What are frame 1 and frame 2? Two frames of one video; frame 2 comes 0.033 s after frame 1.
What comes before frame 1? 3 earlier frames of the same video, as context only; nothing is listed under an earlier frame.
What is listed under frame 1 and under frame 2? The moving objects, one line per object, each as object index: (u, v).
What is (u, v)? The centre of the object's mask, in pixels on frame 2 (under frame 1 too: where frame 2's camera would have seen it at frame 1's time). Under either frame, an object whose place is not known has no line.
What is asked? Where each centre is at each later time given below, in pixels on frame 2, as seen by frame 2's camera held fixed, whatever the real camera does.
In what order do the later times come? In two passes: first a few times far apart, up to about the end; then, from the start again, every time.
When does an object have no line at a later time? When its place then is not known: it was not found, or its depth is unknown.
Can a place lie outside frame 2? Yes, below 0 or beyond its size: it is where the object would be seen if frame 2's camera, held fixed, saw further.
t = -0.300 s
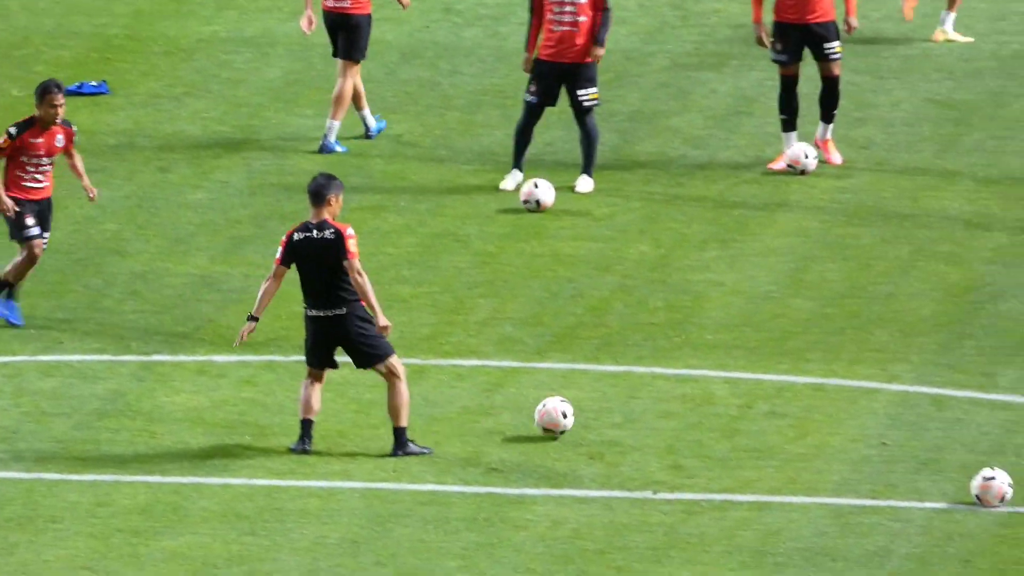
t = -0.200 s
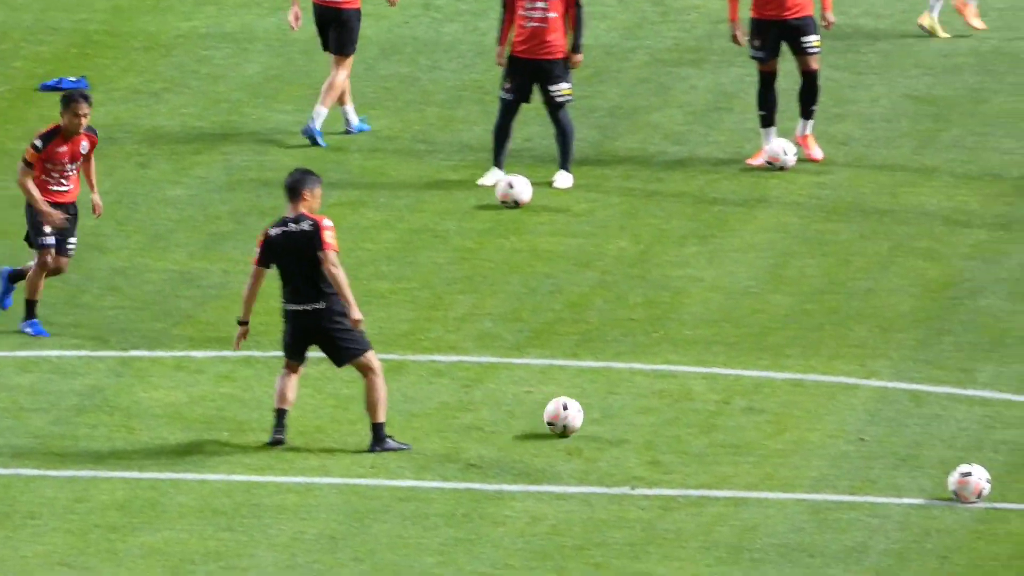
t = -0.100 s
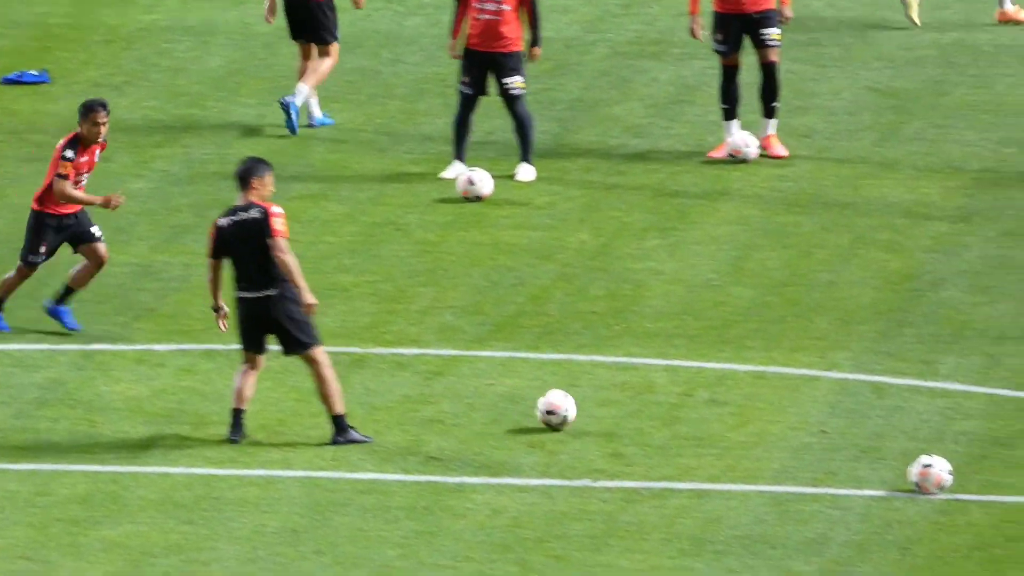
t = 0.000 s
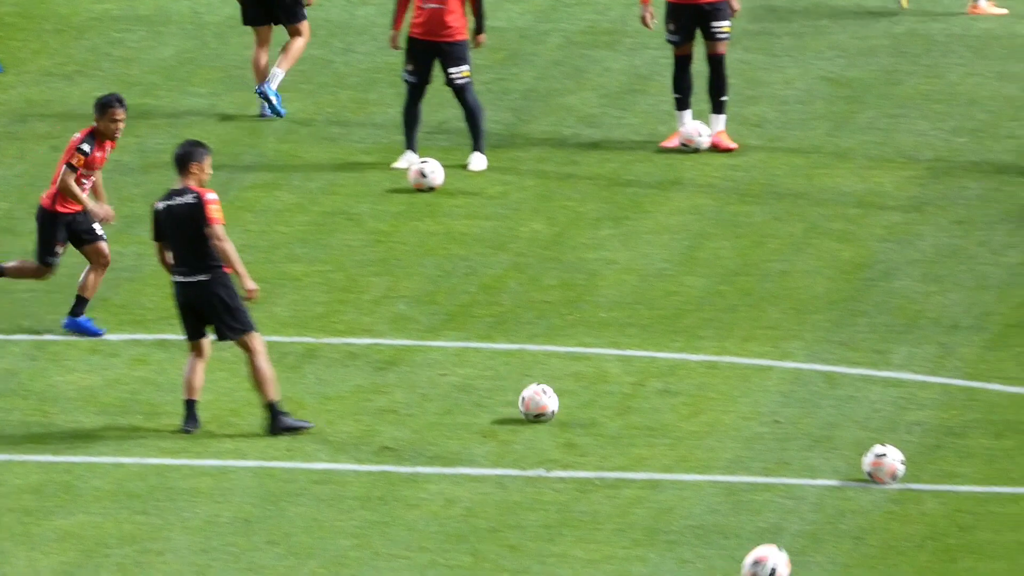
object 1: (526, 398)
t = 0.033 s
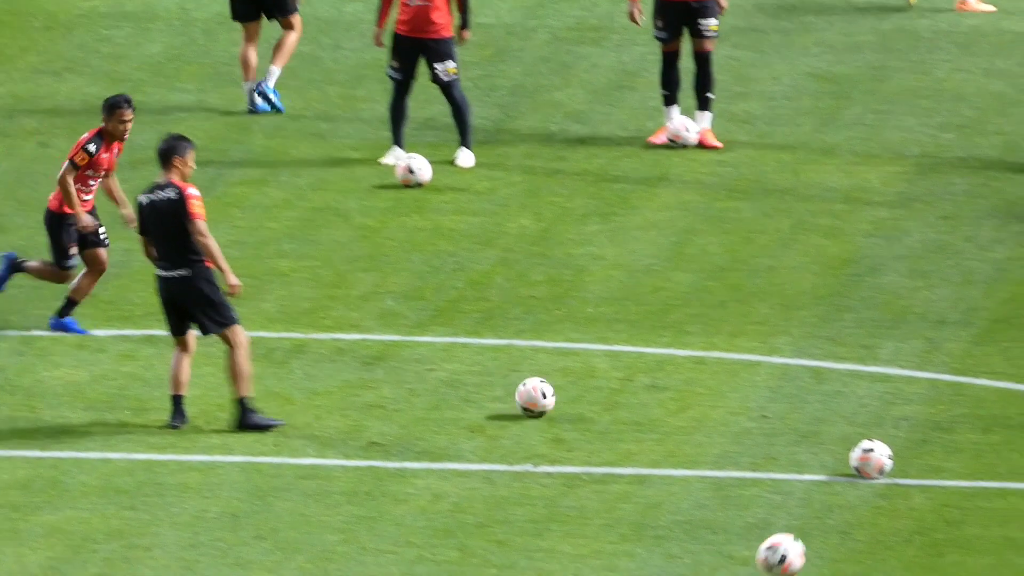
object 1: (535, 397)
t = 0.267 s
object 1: (591, 399)
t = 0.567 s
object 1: (650, 402)
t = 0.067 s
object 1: (544, 397)
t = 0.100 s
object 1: (553, 397)
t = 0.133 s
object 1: (561, 399)
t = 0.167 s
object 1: (568, 400)
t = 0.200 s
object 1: (576, 400)
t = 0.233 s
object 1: (583, 399)
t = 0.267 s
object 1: (591, 399)
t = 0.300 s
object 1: (597, 400)
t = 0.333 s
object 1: (605, 400)
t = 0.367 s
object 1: (612, 400)
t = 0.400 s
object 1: (619, 401)
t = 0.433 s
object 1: (625, 401)
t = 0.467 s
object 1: (632, 401)
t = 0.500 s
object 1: (638, 401)
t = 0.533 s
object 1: (644, 402)
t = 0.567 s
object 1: (650, 402)
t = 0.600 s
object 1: (655, 401)
